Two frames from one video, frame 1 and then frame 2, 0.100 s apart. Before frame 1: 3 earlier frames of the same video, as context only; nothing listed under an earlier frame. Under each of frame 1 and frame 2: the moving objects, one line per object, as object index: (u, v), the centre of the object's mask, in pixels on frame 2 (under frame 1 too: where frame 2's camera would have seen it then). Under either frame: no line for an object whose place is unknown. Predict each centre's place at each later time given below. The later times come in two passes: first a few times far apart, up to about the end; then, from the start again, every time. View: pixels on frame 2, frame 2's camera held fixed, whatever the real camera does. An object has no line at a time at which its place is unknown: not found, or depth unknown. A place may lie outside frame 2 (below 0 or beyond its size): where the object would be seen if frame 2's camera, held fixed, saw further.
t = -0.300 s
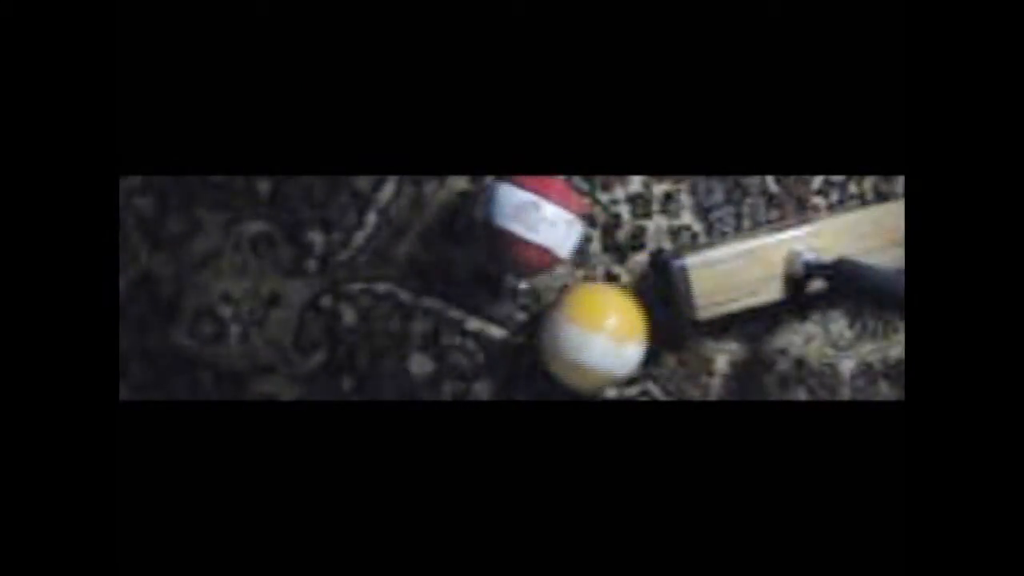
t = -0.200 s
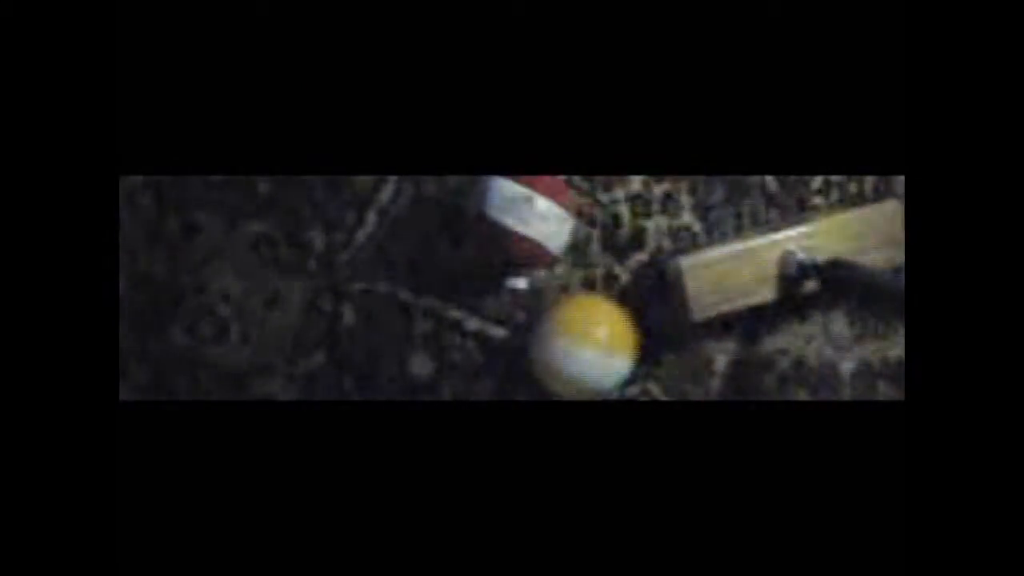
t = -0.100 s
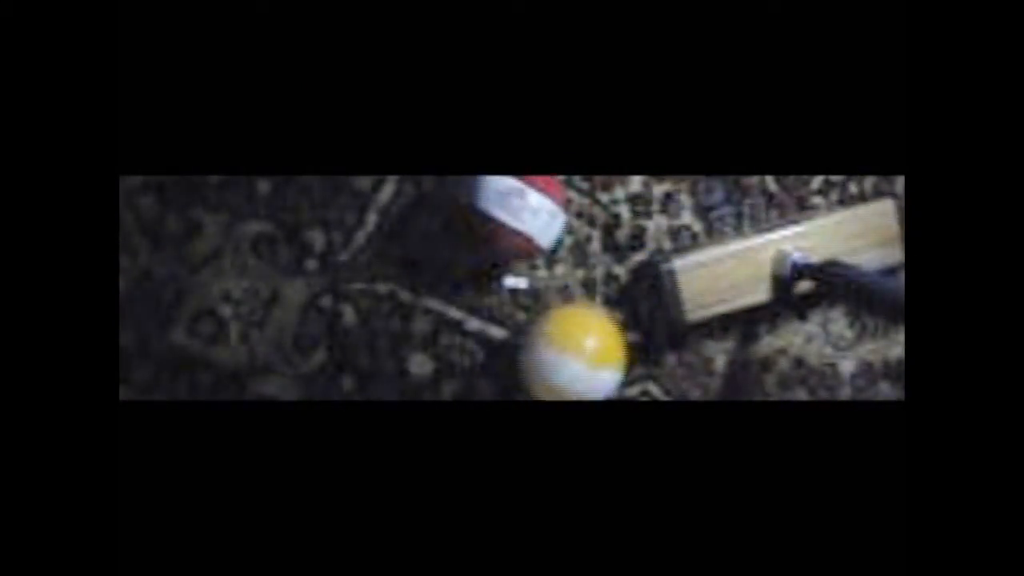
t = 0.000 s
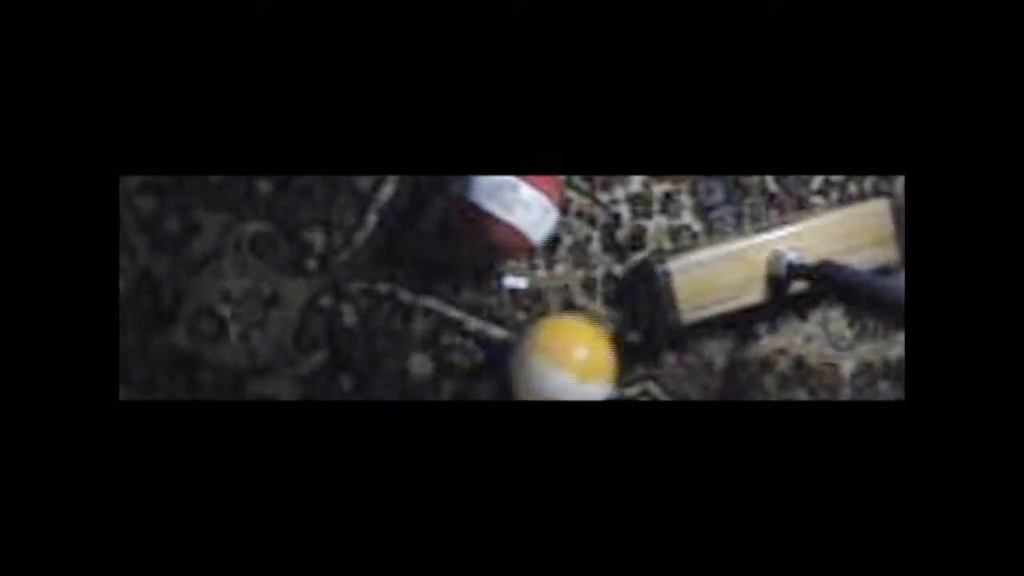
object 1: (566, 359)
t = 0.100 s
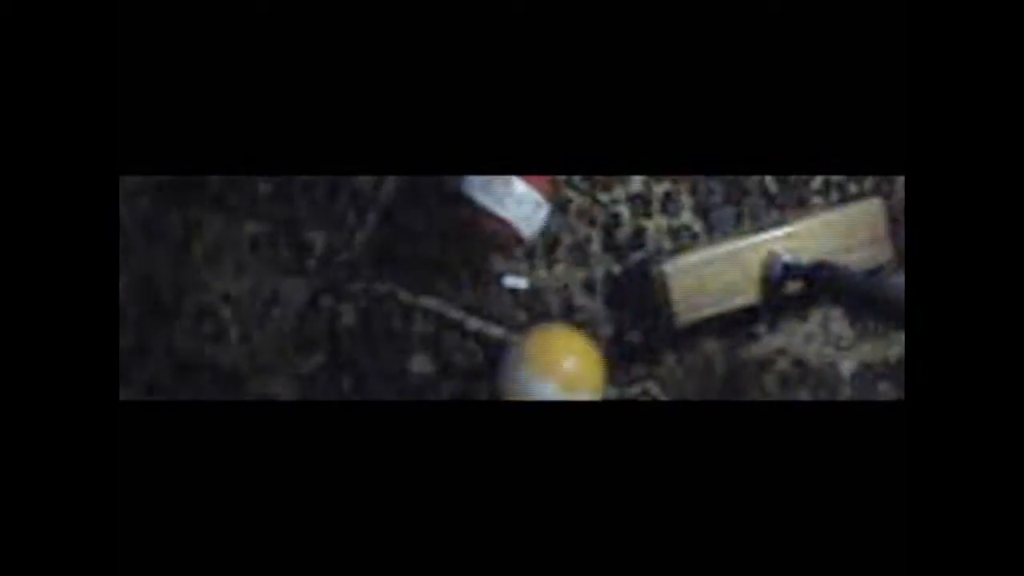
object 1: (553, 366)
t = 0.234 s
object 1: (539, 371)
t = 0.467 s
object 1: (514, 383)
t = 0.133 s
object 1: (549, 367)
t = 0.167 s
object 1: (545, 369)
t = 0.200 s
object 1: (542, 370)
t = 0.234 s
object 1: (539, 371)
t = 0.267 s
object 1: (535, 373)
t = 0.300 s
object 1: (532, 375)
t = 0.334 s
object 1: (529, 377)
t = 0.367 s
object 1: (525, 378)
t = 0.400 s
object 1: (522, 379)
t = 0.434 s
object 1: (517, 381)
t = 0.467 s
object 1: (514, 383)
